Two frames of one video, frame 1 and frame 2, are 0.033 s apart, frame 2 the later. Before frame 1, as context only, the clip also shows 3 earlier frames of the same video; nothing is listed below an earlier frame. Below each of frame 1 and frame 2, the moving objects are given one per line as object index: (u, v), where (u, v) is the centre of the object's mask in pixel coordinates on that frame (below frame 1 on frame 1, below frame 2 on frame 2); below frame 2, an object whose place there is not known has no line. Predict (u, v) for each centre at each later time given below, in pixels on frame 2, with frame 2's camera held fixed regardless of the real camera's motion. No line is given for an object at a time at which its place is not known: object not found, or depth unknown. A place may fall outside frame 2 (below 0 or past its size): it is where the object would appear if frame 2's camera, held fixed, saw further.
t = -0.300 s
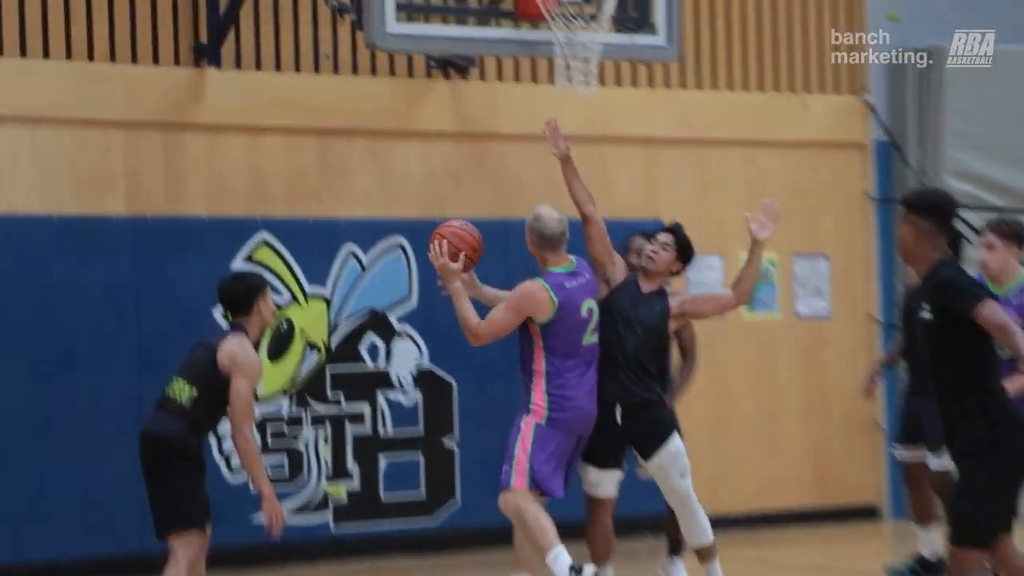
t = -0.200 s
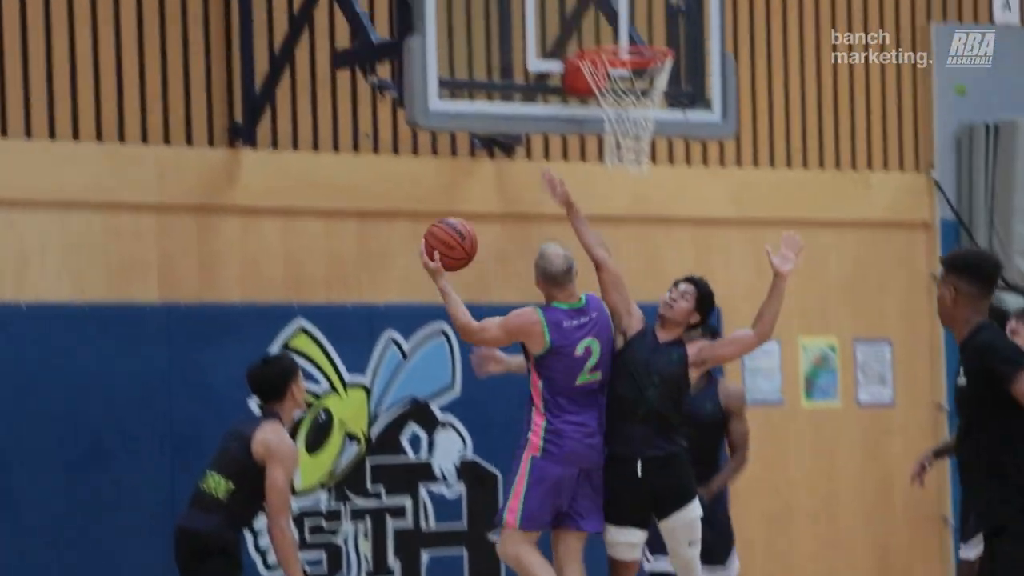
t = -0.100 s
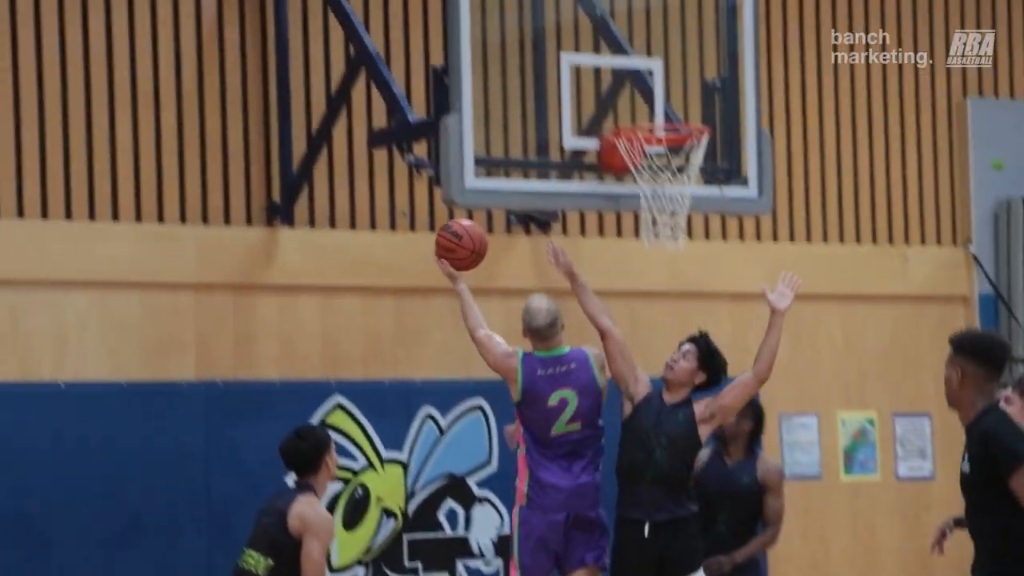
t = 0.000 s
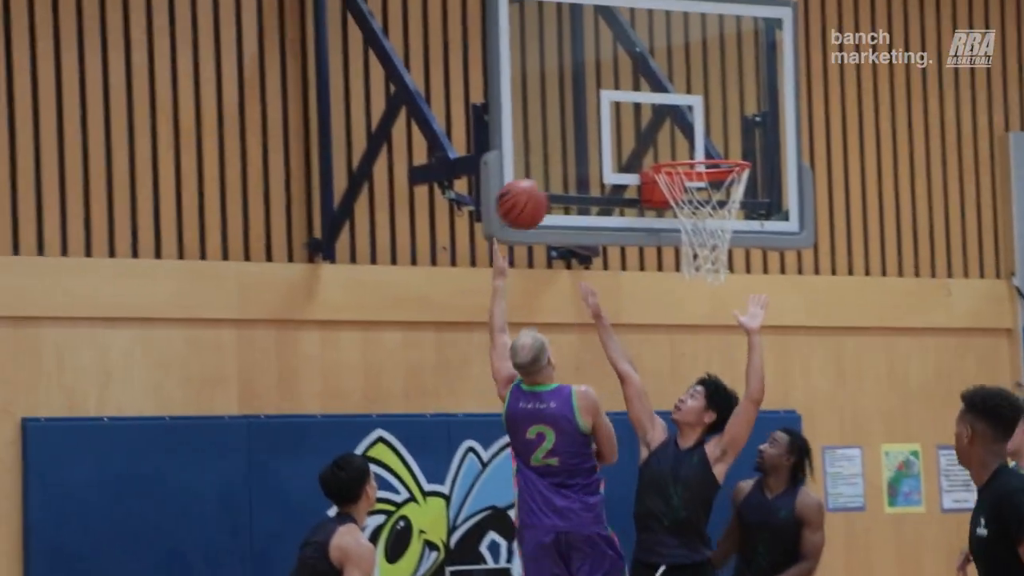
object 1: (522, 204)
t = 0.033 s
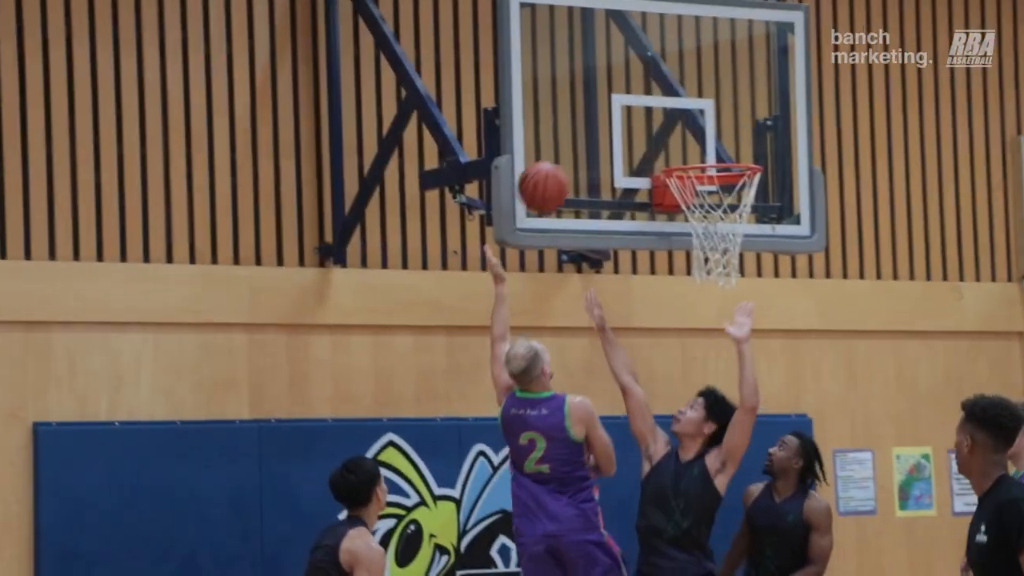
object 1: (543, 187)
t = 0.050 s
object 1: (548, 176)
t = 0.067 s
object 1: (552, 168)
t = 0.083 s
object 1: (557, 160)
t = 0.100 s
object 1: (562, 152)
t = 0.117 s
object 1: (567, 144)
